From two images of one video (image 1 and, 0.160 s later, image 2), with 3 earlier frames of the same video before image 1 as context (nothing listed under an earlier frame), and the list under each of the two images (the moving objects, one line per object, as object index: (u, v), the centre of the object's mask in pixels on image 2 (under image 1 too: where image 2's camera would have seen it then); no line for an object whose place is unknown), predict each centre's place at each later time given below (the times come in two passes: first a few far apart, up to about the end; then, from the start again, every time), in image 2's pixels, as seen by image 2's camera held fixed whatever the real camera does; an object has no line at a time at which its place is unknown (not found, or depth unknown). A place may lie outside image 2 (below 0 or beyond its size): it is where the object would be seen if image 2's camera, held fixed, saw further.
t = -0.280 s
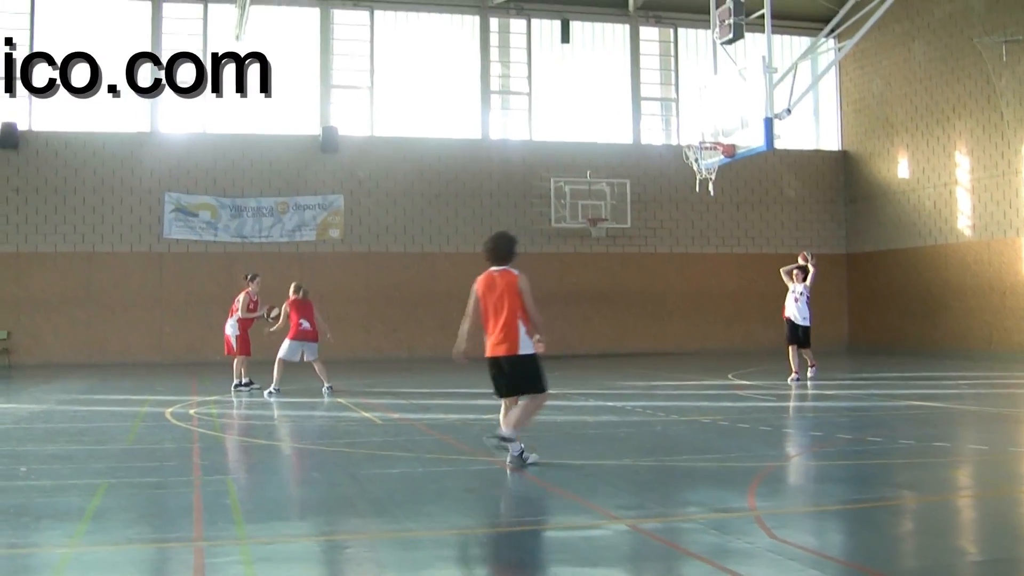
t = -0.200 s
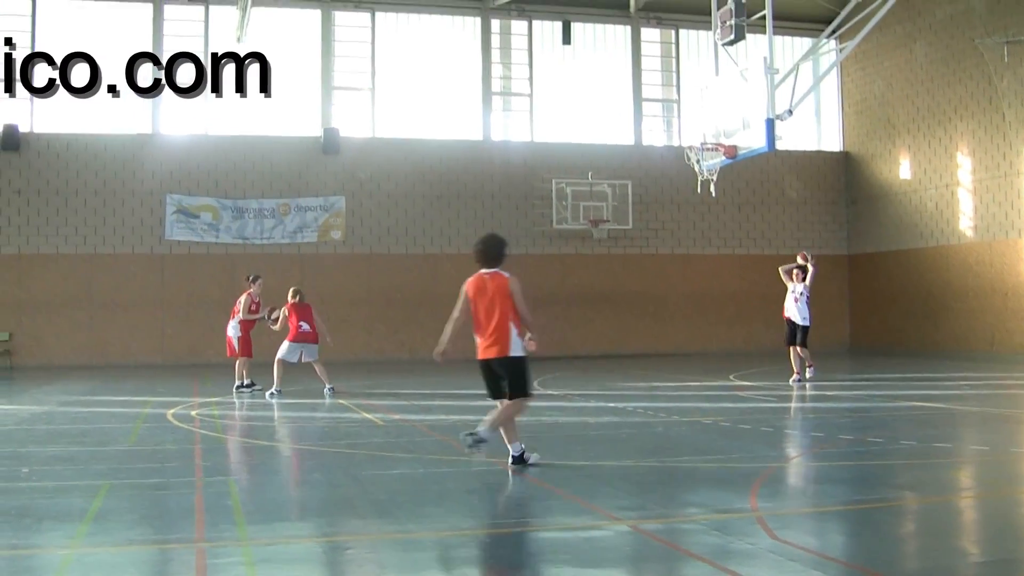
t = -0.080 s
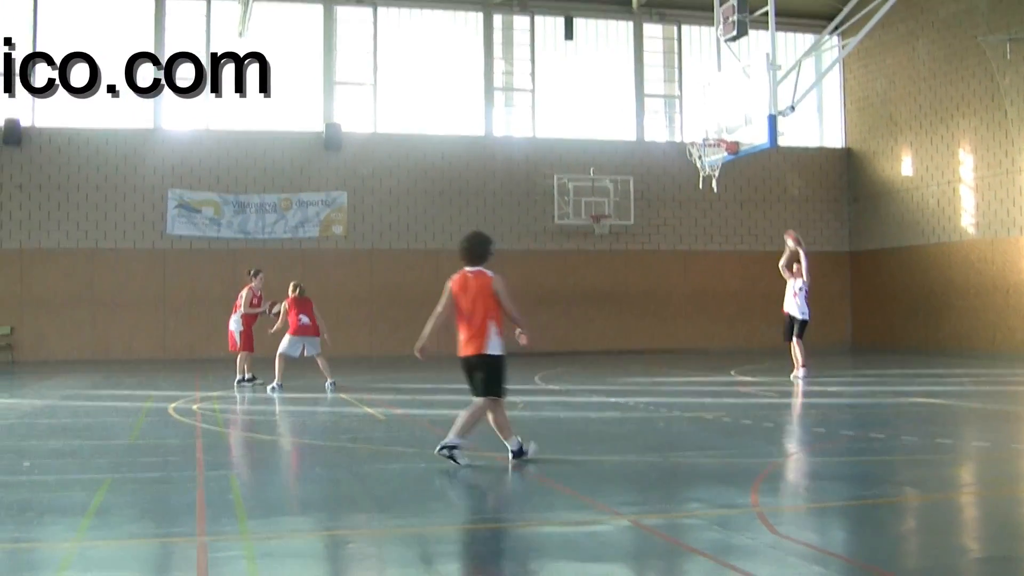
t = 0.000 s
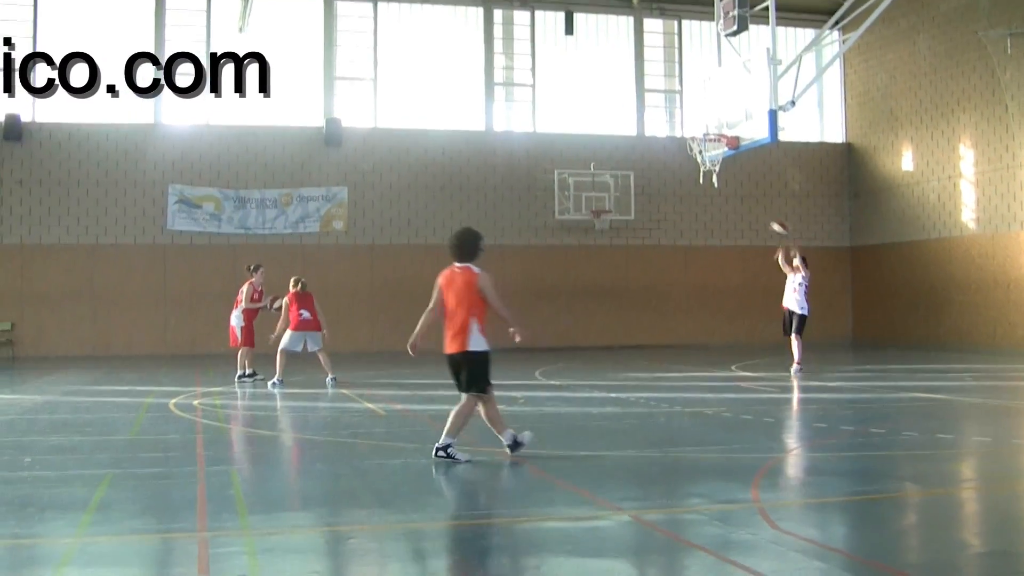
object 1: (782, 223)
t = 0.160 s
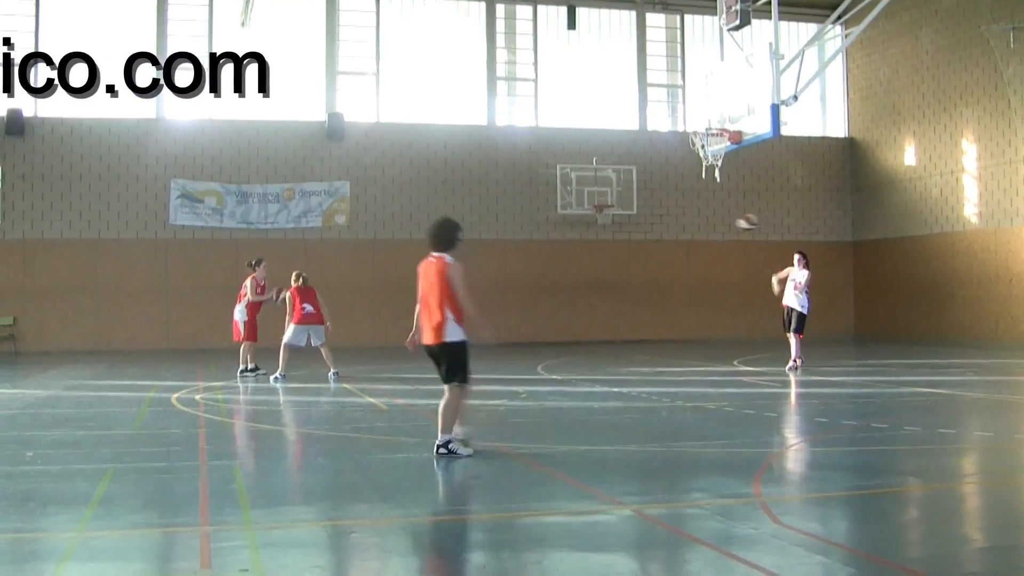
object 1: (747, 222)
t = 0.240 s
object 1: (725, 232)
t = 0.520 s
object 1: (651, 306)
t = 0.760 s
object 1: (581, 356)
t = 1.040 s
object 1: (516, 267)
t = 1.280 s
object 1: (448, 256)
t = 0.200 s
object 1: (737, 226)
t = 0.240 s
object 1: (725, 232)
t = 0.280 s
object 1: (716, 237)
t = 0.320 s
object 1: (706, 243)
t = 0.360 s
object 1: (697, 253)
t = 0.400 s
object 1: (685, 265)
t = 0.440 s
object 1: (674, 277)
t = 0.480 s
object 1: (662, 291)
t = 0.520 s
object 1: (651, 306)
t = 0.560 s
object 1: (638, 325)
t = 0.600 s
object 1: (623, 350)
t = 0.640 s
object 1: (607, 373)
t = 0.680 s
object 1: (597, 391)
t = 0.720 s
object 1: (587, 370)
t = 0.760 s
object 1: (581, 356)
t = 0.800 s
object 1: (572, 339)
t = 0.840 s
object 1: (563, 324)
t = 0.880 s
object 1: (555, 310)
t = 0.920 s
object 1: (545, 297)
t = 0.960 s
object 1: (536, 286)
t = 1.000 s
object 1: (525, 275)
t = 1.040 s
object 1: (516, 267)
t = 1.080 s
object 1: (505, 260)
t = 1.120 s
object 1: (494, 256)
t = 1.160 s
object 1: (483, 252)
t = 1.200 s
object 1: (470, 252)
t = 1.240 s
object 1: (460, 253)
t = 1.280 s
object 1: (448, 256)
